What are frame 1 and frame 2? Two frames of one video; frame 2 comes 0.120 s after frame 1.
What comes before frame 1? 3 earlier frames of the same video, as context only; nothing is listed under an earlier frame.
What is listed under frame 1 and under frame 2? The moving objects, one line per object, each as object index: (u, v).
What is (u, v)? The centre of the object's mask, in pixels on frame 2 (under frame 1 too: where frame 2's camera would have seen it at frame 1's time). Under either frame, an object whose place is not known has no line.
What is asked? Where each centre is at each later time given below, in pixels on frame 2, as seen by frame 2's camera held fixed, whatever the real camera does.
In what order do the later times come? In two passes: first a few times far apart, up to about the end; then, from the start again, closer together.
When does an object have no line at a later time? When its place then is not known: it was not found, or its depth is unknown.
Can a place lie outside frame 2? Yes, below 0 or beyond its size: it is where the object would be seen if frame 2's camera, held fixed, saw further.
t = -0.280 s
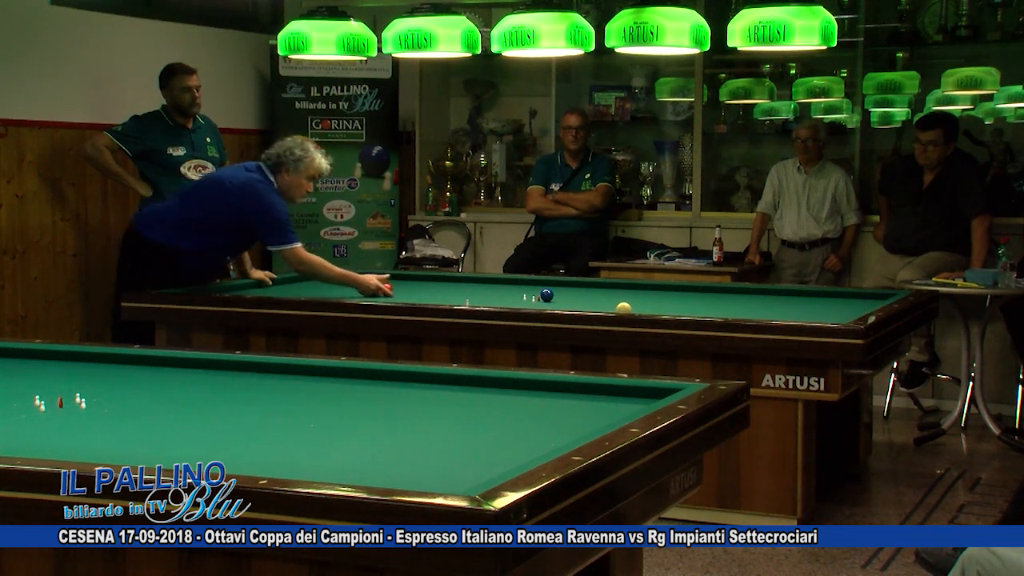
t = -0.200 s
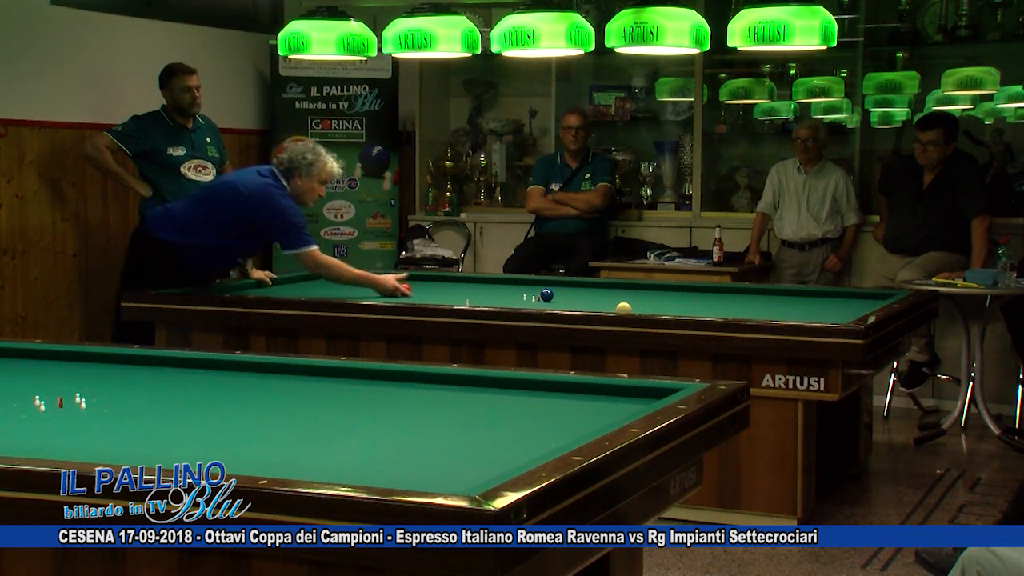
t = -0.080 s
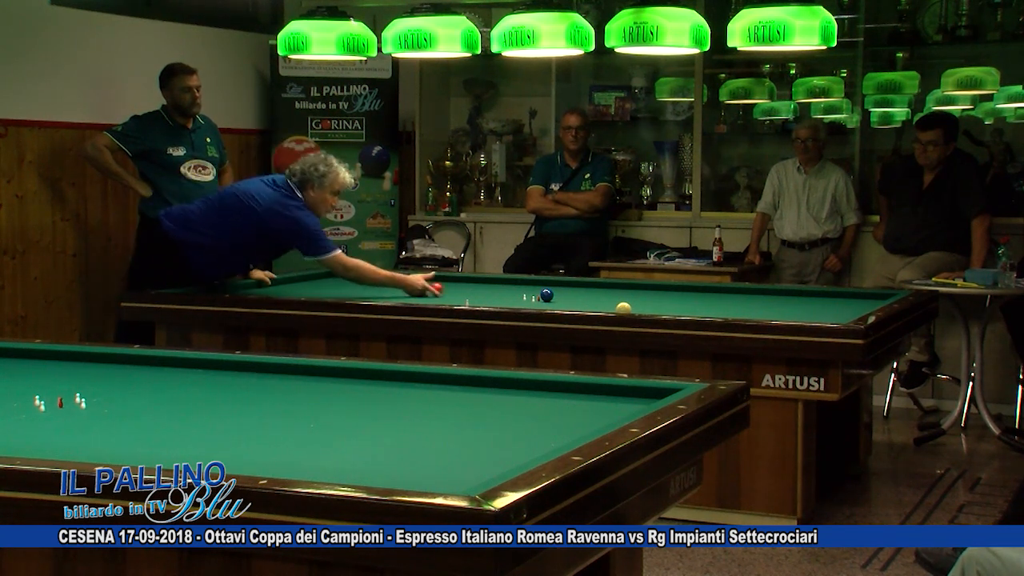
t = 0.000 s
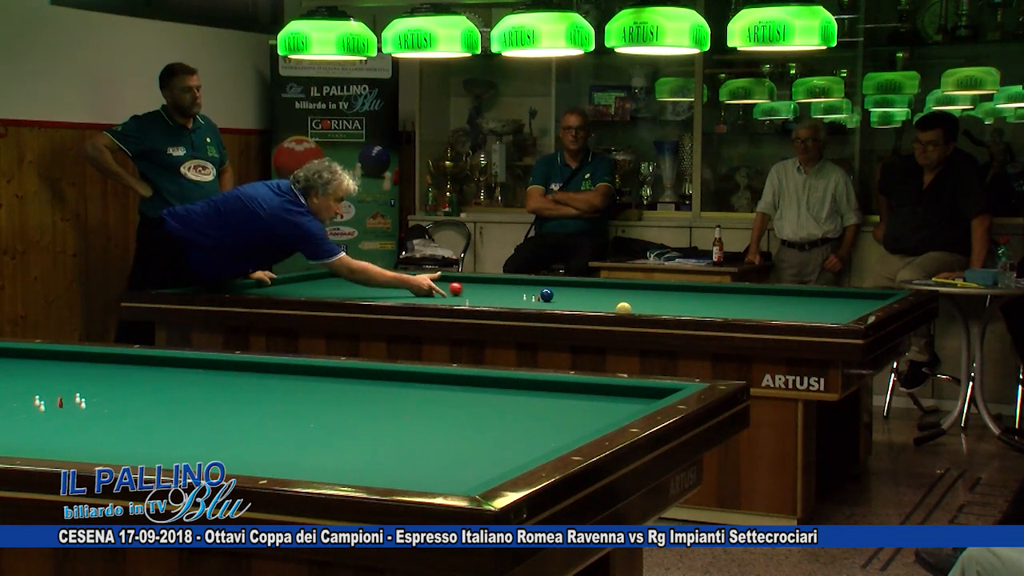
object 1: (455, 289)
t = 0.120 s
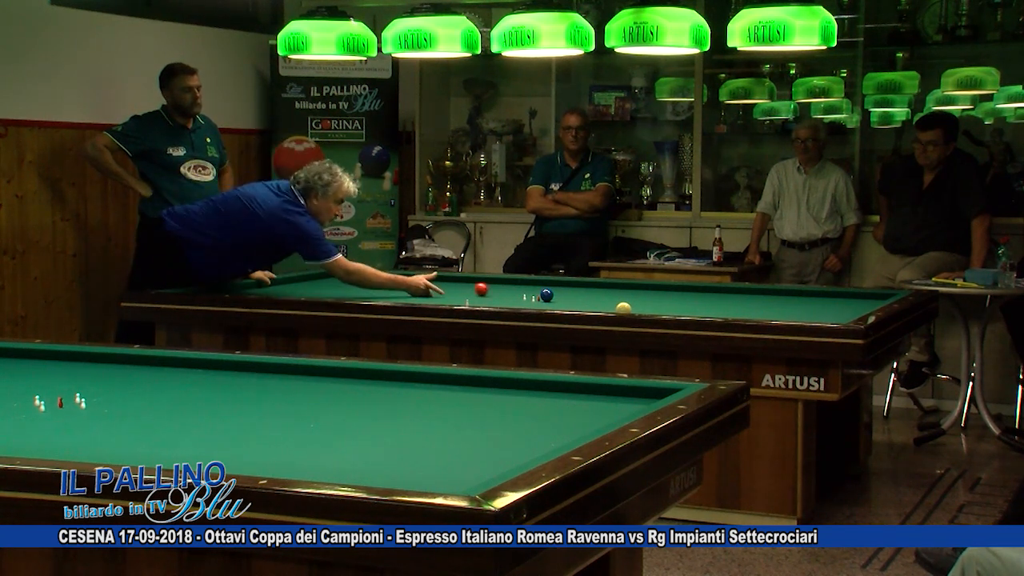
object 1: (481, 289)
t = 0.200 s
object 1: (497, 289)
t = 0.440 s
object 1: (542, 286)
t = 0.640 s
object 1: (580, 288)
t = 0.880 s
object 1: (624, 288)
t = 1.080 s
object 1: (661, 289)
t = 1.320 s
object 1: (704, 289)
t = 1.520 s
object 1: (739, 289)
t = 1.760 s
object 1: (774, 290)
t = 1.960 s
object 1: (800, 291)
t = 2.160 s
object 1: (826, 292)
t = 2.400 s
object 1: (857, 295)
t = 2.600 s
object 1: (883, 295)
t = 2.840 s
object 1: (865, 297)
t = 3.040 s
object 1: (848, 297)
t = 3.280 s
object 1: (828, 296)
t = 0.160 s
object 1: (489, 289)
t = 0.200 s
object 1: (497, 289)
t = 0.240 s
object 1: (504, 289)
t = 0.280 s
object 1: (512, 289)
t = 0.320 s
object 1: (519, 289)
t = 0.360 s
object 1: (527, 288)
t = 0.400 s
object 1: (534, 288)
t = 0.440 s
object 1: (542, 286)
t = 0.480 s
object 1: (550, 287)
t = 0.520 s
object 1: (558, 288)
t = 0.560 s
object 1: (565, 288)
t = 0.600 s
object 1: (573, 288)
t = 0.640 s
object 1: (580, 288)
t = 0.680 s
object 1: (587, 288)
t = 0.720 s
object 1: (595, 289)
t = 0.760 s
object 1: (602, 289)
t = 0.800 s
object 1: (609, 288)
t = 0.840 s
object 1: (617, 288)
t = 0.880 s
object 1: (624, 288)
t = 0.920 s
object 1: (632, 288)
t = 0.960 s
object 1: (639, 288)
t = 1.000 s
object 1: (646, 289)
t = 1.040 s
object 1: (654, 288)
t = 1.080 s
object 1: (661, 289)
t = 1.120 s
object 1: (668, 289)
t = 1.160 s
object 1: (675, 289)
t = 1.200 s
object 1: (683, 289)
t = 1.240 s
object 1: (690, 289)
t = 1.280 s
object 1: (697, 289)
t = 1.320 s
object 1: (704, 289)
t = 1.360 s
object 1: (710, 289)
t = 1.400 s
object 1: (718, 288)
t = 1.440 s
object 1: (724, 289)
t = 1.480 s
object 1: (732, 289)
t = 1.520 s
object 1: (739, 289)
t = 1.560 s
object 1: (746, 289)
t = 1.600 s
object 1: (753, 288)
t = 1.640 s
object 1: (759, 289)
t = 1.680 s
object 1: (764, 289)
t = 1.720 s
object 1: (769, 289)
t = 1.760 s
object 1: (774, 290)
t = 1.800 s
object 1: (779, 290)
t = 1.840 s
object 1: (784, 290)
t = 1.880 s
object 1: (789, 291)
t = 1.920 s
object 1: (795, 291)
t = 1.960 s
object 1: (800, 291)
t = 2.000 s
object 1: (805, 291)
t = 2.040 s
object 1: (811, 291)
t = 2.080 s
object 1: (816, 292)
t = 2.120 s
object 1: (820, 293)
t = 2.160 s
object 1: (826, 292)
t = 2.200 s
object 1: (831, 293)
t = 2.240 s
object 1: (836, 294)
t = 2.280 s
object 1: (841, 294)
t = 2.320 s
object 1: (846, 295)
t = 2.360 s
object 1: (852, 295)
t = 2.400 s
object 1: (857, 295)
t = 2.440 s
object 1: (862, 296)
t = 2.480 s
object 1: (867, 296)
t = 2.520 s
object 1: (873, 296)
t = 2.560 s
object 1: (877, 296)
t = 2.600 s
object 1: (883, 295)
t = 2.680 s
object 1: (879, 296)
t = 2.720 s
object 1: (875, 297)
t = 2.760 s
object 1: (871, 297)
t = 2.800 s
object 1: (868, 297)
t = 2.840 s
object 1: (865, 297)
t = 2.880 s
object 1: (861, 297)
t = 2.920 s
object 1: (858, 297)
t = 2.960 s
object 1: (854, 297)
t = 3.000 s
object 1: (851, 297)
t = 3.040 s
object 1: (848, 297)
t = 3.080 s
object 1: (845, 297)
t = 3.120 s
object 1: (841, 297)
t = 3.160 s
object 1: (838, 297)
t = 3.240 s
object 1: (832, 297)
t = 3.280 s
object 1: (828, 296)
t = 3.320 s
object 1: (826, 296)
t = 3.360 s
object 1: (822, 296)
